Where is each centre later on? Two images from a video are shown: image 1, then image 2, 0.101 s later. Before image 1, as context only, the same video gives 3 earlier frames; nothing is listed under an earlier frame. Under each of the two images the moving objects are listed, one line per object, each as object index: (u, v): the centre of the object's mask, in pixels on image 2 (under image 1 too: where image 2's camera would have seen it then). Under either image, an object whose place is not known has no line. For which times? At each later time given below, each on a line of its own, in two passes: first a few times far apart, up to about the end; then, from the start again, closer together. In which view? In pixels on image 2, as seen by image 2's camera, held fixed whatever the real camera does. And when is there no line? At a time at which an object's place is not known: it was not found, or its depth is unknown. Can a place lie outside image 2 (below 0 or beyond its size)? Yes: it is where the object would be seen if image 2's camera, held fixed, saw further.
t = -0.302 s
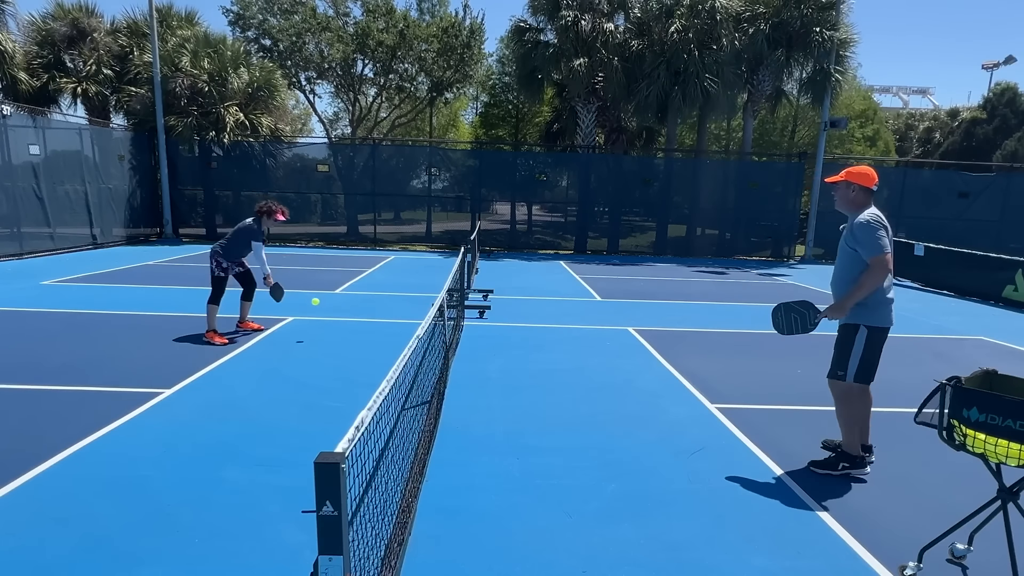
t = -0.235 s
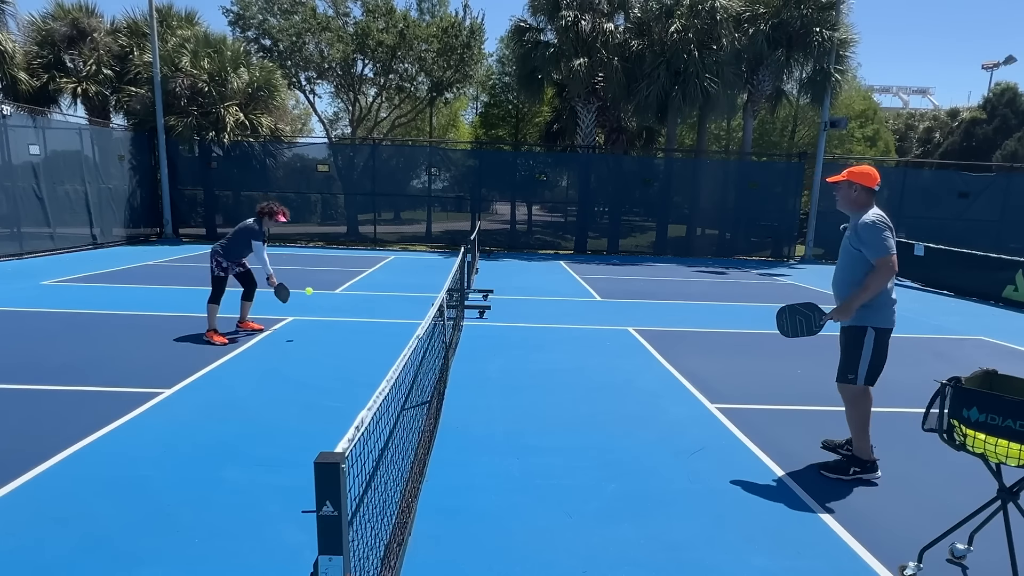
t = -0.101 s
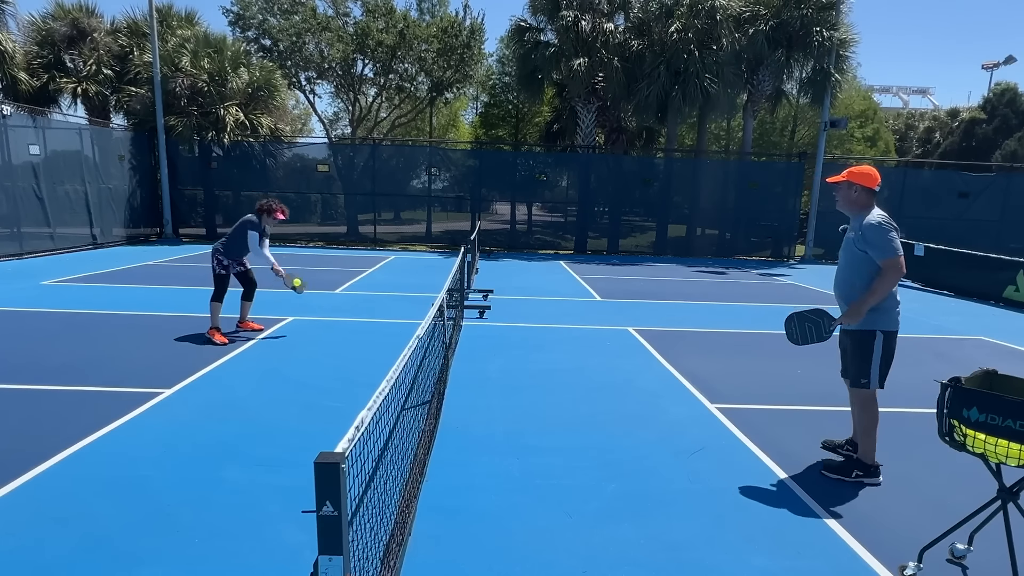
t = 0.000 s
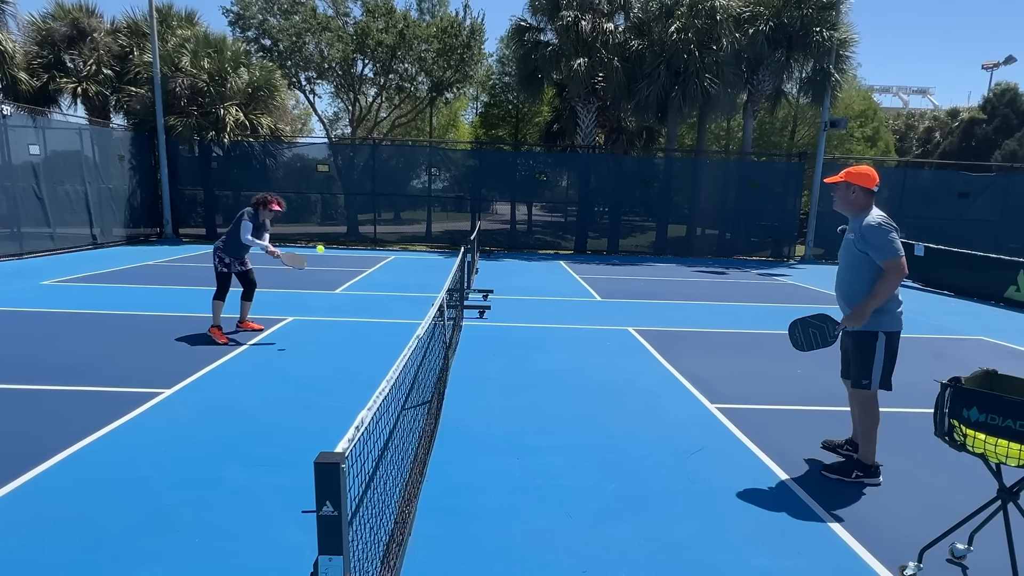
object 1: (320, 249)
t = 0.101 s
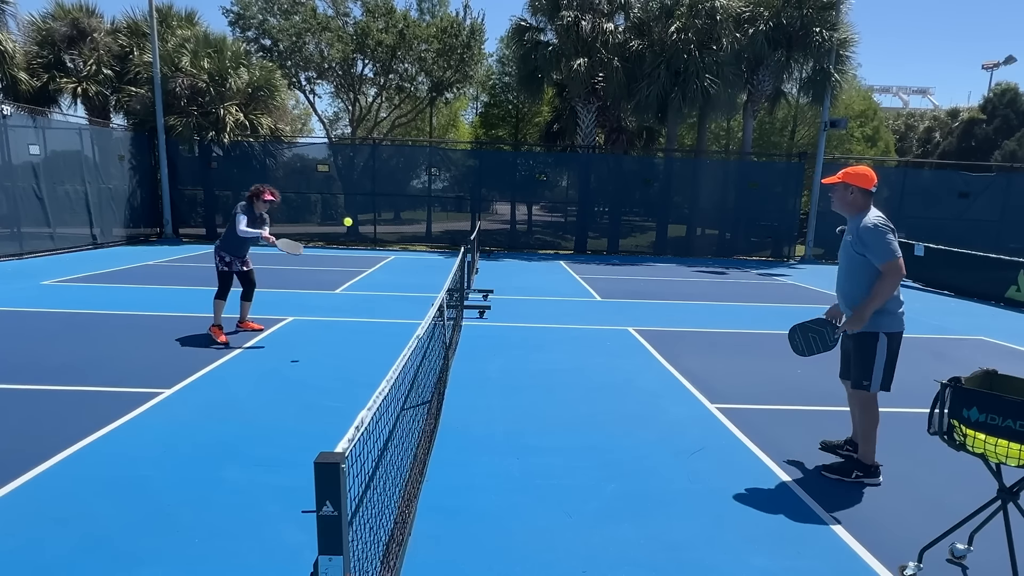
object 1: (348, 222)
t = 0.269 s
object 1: (401, 195)
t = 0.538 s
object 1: (508, 219)
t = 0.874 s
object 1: (678, 407)
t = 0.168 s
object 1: (368, 208)
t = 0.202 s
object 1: (379, 202)
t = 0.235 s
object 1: (390, 198)
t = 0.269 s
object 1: (401, 195)
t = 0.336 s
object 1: (425, 192)
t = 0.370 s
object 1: (438, 193)
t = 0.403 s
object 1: (451, 195)
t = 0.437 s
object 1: (465, 199)
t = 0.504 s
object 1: (493, 211)
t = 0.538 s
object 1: (508, 219)
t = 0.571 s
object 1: (523, 229)
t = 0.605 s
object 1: (539, 241)
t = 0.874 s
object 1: (678, 407)
